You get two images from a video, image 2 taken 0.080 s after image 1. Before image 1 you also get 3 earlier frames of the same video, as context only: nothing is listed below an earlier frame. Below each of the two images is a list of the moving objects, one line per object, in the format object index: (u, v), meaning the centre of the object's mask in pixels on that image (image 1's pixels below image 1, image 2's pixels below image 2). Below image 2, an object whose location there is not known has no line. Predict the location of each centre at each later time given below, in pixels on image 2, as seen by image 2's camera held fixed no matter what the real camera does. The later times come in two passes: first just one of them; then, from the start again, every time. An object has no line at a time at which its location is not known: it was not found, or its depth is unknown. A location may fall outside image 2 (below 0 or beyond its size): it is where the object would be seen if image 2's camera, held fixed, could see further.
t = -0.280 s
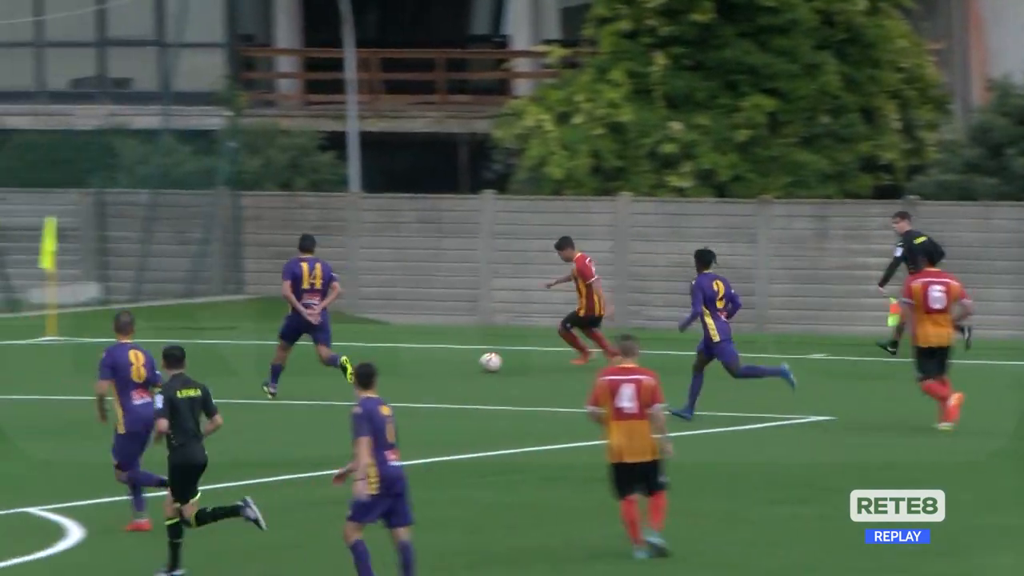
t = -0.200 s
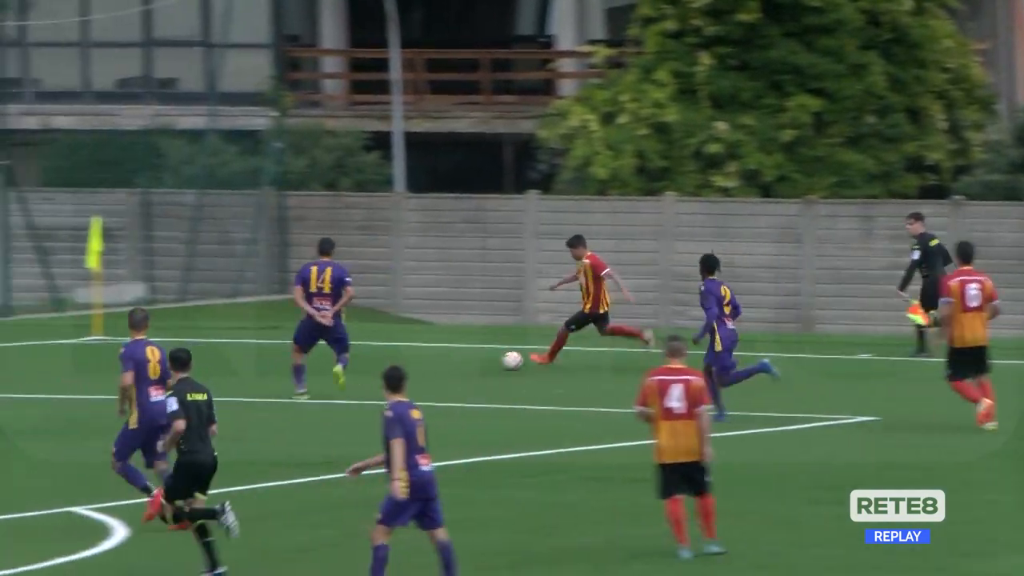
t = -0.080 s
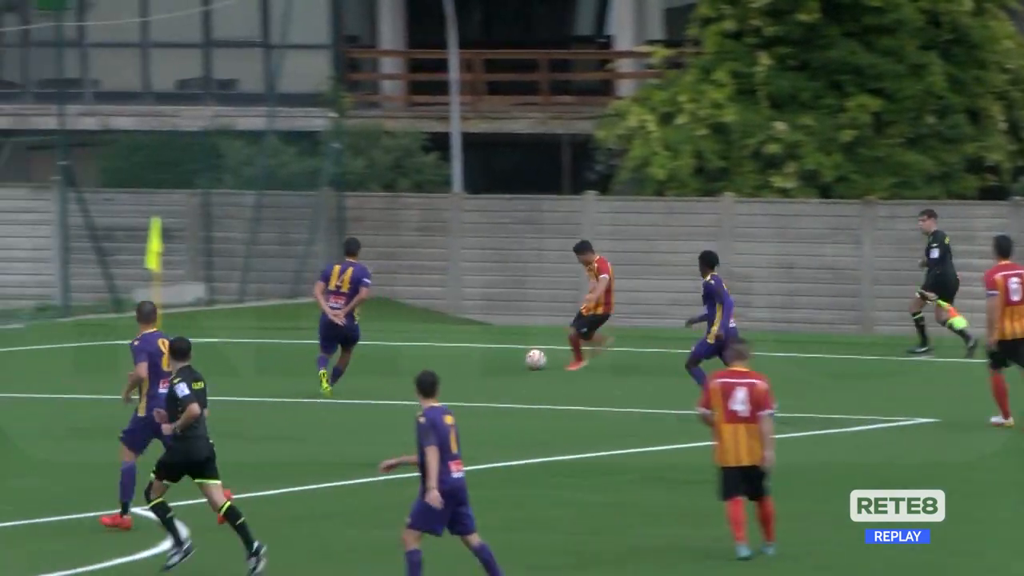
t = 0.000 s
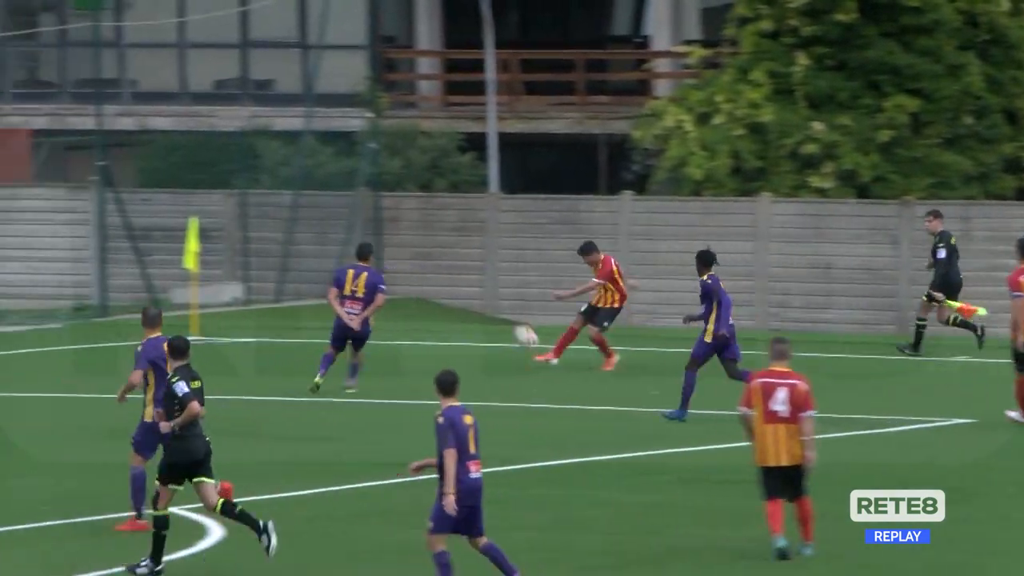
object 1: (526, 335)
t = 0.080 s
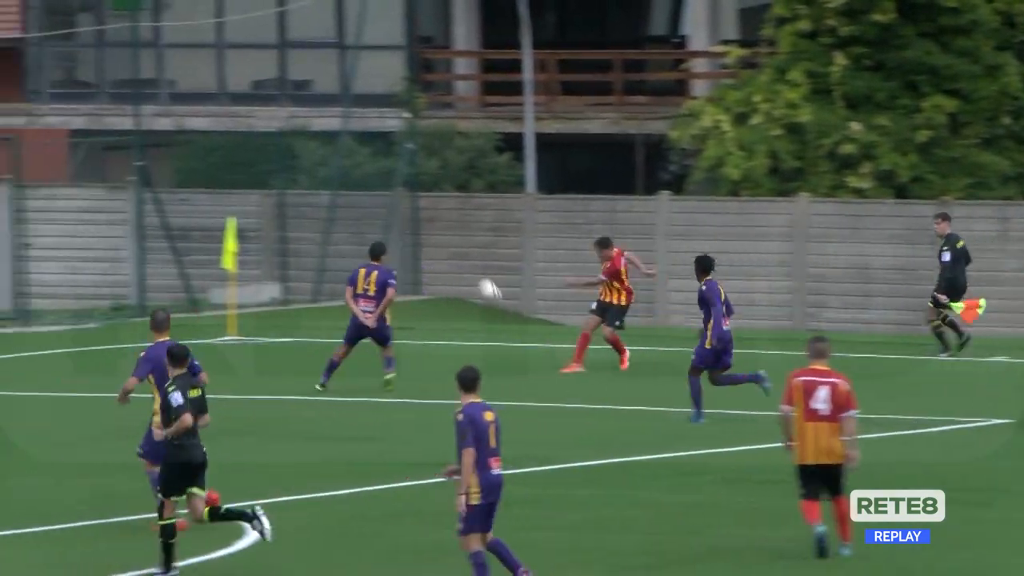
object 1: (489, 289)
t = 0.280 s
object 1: (308, 188)
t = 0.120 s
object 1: (452, 268)
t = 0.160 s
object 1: (416, 247)
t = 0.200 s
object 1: (379, 227)
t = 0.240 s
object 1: (344, 208)
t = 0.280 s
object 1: (308, 188)
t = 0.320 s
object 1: (272, 172)
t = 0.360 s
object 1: (236, 155)
